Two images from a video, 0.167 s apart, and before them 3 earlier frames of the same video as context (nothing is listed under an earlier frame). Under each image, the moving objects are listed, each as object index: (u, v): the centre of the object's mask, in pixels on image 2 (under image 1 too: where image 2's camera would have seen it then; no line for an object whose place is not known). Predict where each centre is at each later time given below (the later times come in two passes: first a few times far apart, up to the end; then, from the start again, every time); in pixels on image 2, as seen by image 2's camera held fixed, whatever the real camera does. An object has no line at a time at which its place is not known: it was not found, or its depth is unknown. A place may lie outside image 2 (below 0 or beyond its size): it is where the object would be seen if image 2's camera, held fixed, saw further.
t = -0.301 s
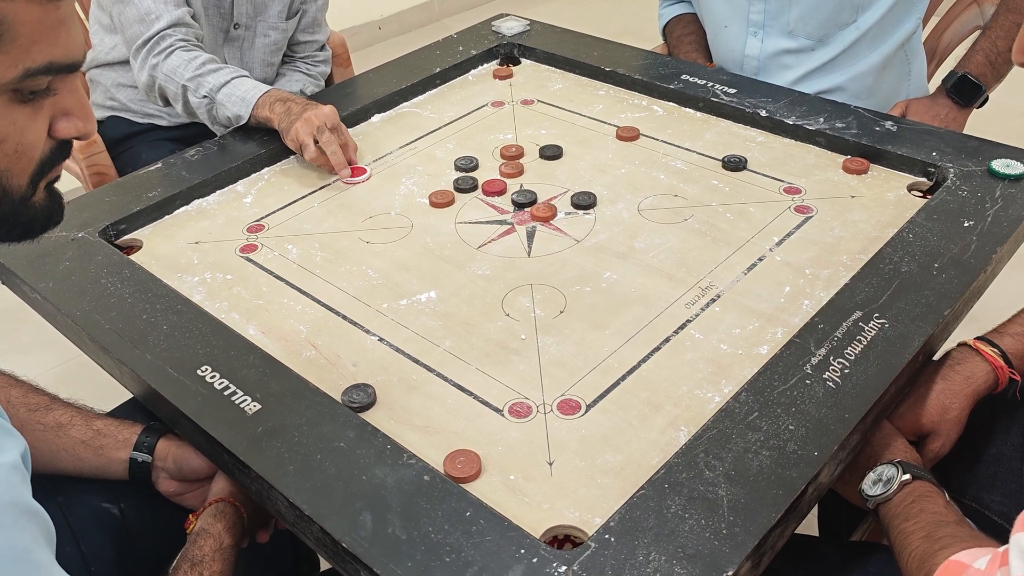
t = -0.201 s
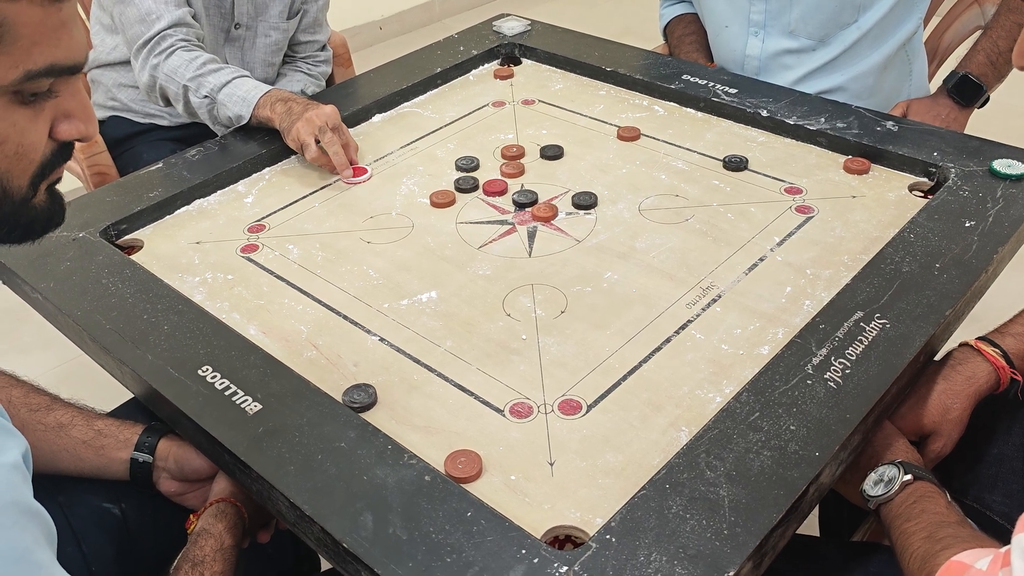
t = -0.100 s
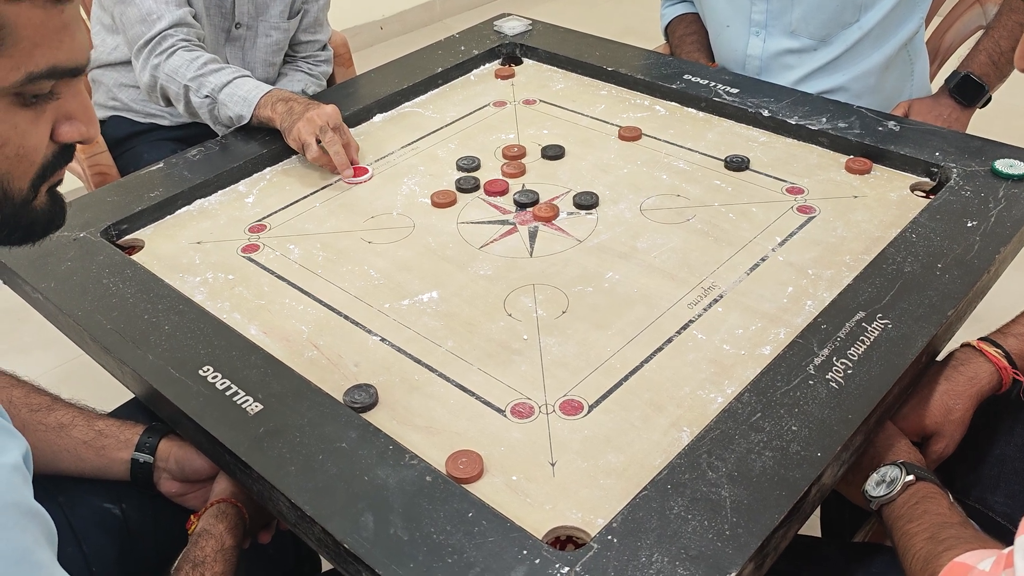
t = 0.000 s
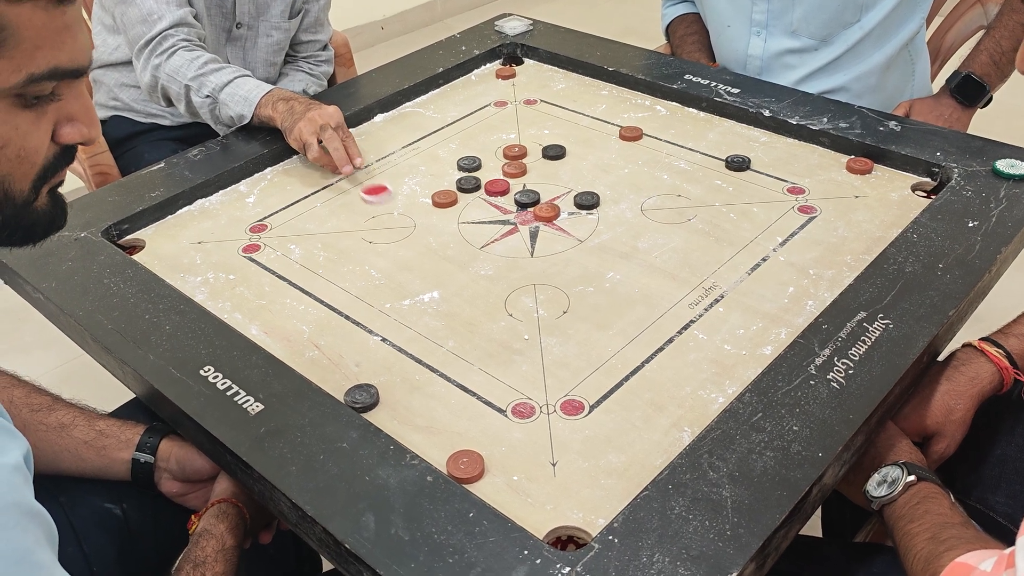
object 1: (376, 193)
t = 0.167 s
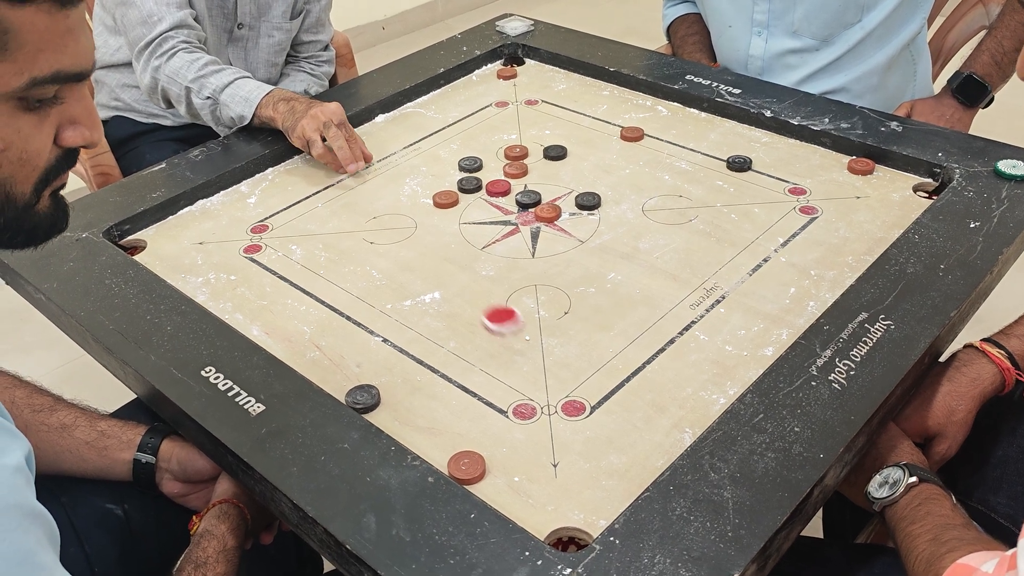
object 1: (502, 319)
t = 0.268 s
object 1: (600, 419)
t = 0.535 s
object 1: (397, 372)
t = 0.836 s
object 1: (214, 300)
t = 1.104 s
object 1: (177, 264)
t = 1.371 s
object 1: (172, 258)
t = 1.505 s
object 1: (172, 259)
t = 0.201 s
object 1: (531, 348)
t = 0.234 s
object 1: (564, 382)
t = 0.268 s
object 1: (600, 419)
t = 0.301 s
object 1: (635, 456)
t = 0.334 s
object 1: (617, 457)
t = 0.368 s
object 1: (574, 440)
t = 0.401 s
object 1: (534, 424)
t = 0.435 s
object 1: (495, 409)
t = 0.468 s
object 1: (460, 395)
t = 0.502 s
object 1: (429, 384)
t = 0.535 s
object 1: (397, 372)
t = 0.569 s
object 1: (369, 362)
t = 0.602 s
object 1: (343, 352)
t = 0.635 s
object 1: (319, 343)
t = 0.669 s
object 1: (295, 334)
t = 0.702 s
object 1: (275, 327)
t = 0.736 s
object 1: (256, 320)
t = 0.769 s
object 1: (238, 313)
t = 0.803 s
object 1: (223, 306)
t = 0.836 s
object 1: (214, 300)
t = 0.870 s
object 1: (207, 293)
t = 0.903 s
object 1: (201, 287)
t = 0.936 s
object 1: (195, 282)
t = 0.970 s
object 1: (191, 277)
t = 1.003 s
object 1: (186, 273)
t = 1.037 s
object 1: (183, 270)
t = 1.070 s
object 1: (180, 267)
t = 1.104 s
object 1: (177, 264)
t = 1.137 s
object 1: (175, 262)
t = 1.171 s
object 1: (174, 261)
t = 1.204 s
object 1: (173, 260)
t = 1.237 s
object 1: (172, 259)
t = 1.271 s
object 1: (172, 259)
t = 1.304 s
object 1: (172, 258)
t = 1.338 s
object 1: (172, 258)
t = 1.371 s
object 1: (172, 258)
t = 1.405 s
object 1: (172, 258)
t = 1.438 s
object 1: (172, 259)
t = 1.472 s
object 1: (172, 259)
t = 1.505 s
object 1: (172, 259)
